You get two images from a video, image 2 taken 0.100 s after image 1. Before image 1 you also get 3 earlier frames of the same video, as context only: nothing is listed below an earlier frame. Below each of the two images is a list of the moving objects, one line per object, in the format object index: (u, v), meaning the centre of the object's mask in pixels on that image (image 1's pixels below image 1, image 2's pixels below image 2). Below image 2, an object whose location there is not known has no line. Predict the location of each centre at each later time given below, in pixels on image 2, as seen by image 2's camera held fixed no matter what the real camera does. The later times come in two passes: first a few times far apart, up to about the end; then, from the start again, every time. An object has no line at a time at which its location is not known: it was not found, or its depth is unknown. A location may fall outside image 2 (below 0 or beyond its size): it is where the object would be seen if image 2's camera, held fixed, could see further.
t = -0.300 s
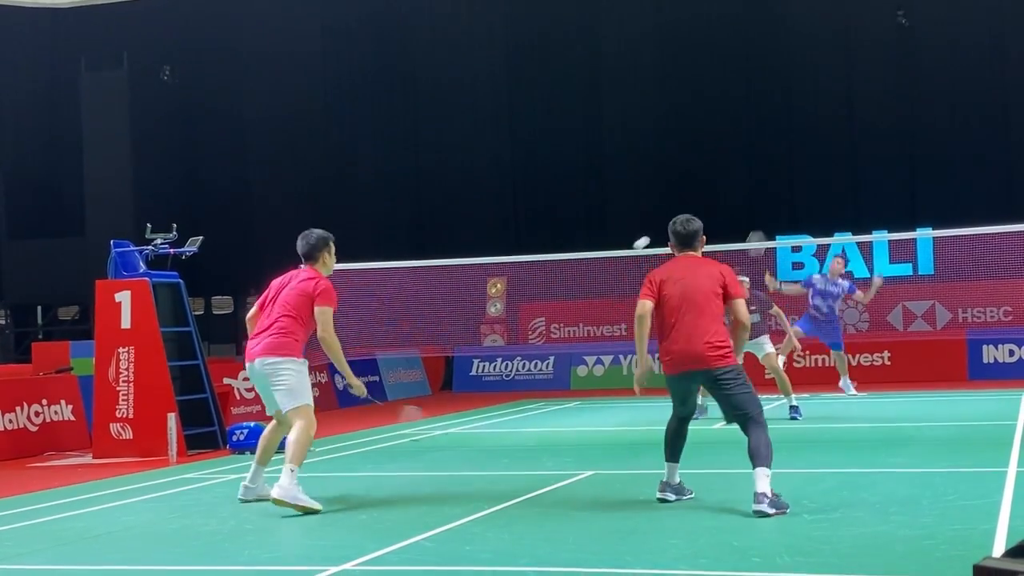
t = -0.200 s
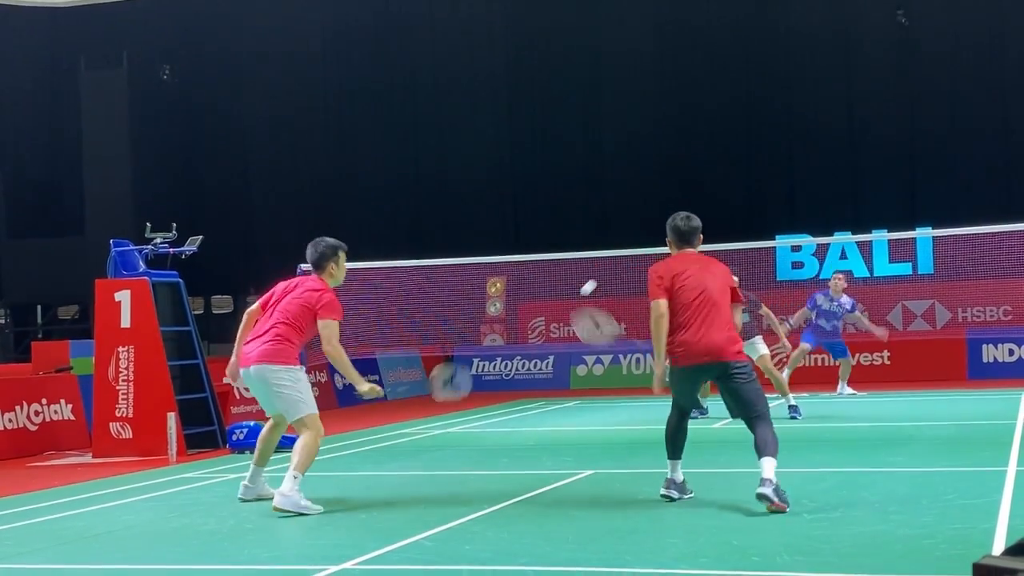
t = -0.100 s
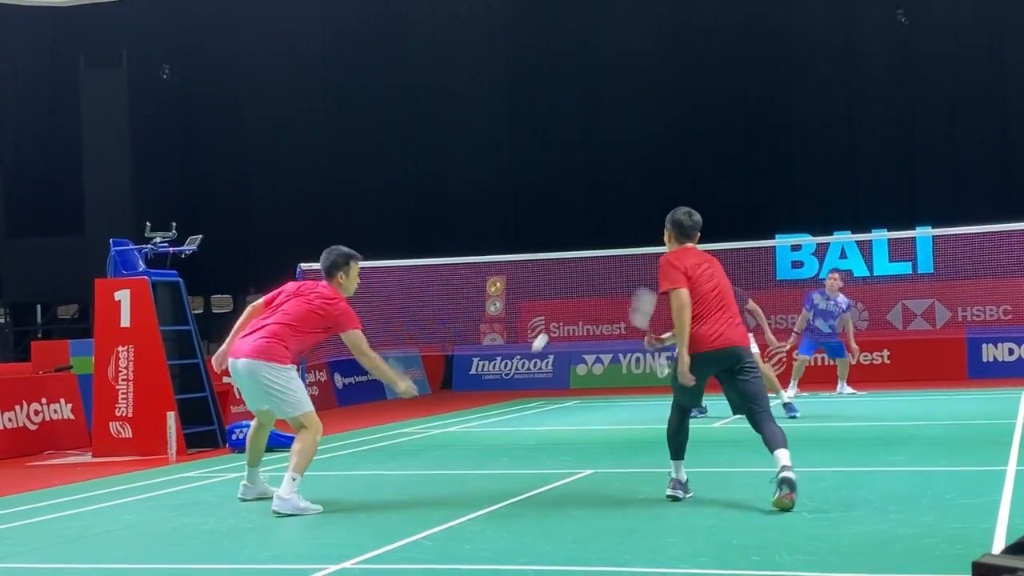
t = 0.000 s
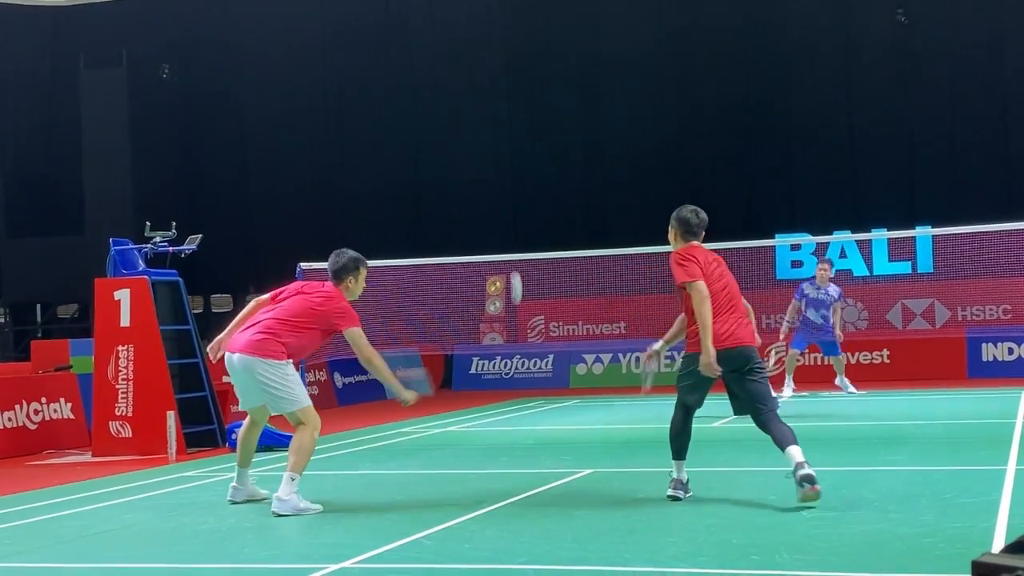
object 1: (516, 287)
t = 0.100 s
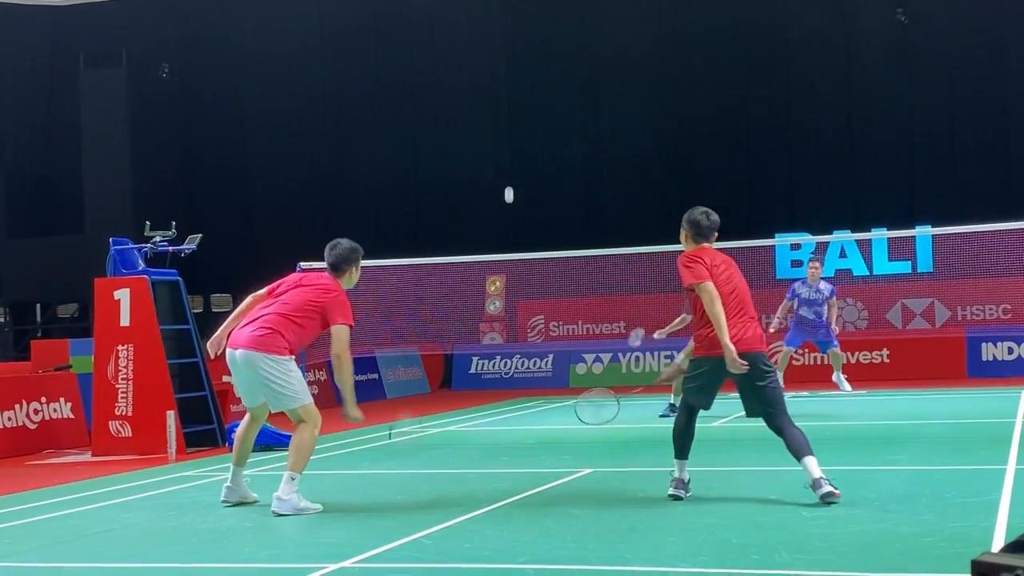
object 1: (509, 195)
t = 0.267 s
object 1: (507, 145)
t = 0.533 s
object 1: (508, 151)
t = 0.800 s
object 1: (514, 206)
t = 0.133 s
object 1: (508, 178)
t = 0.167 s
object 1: (507, 166)
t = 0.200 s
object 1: (507, 156)
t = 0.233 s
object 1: (507, 150)
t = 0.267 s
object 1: (507, 145)
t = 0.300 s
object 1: (507, 142)
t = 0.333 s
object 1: (507, 140)
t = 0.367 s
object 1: (507, 140)
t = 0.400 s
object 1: (507, 140)
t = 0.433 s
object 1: (507, 142)
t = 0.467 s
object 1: (508, 144)
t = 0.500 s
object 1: (508, 147)
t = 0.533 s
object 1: (508, 151)
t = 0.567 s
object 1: (509, 156)
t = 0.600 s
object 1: (509, 162)
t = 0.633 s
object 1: (510, 168)
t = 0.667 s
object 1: (511, 174)
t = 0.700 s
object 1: (511, 182)
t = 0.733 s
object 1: (512, 189)
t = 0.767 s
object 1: (513, 198)
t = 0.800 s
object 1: (514, 206)
